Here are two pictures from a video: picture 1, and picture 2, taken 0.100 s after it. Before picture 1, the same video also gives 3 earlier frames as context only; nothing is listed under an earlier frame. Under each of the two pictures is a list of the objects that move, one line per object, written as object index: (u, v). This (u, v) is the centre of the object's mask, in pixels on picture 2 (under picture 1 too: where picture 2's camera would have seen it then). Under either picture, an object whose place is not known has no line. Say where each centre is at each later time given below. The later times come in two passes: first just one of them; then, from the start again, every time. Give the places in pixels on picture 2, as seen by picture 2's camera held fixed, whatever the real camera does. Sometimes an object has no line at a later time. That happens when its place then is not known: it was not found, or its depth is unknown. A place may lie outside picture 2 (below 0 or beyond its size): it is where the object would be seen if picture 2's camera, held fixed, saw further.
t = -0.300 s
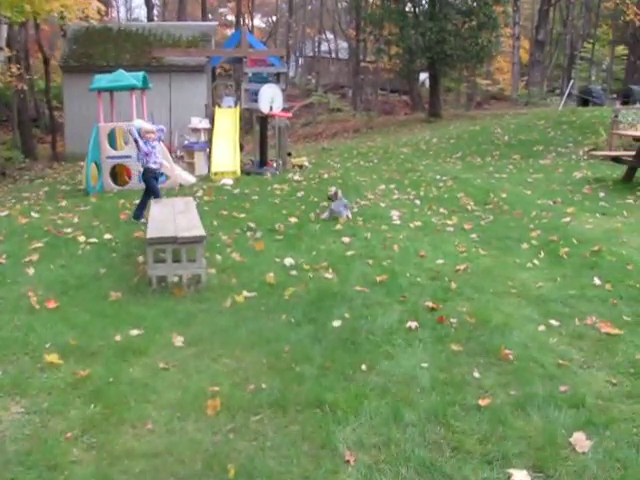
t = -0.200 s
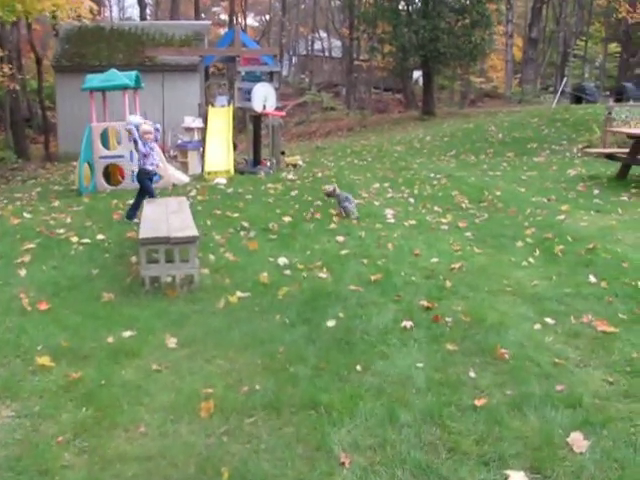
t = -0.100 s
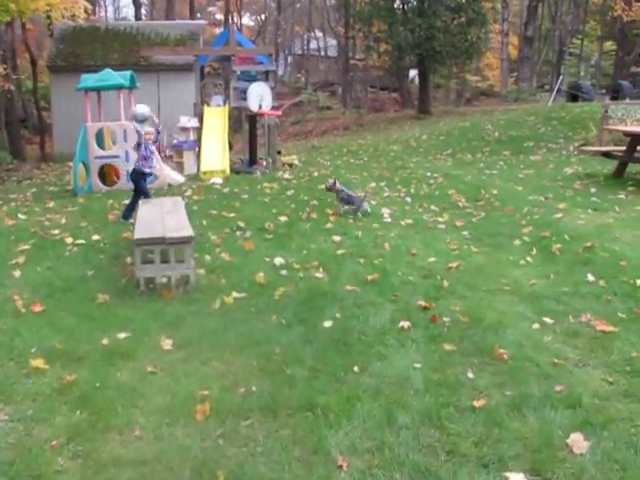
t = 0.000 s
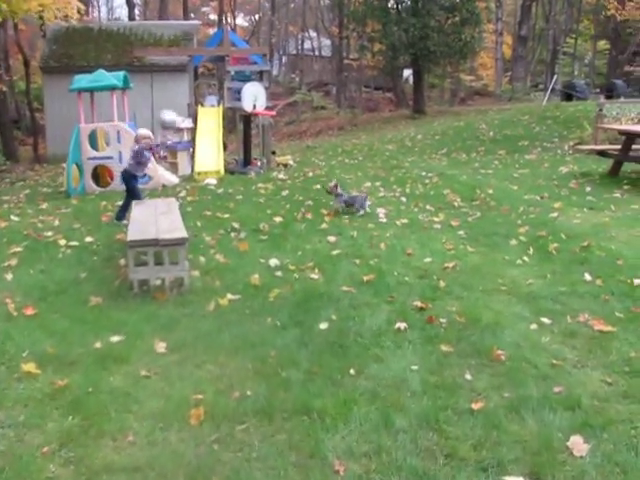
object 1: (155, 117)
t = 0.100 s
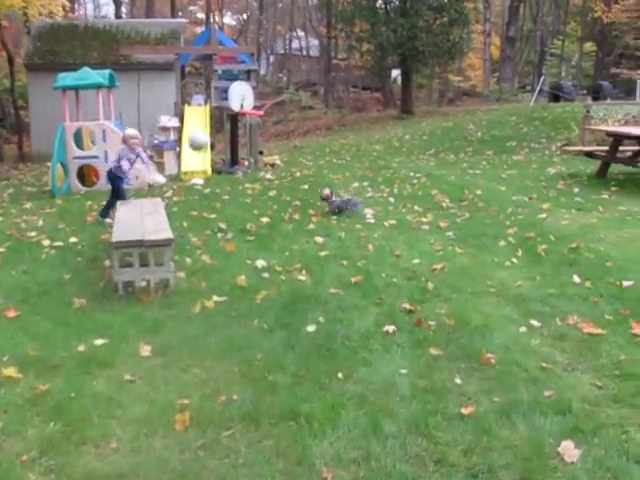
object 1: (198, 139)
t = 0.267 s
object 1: (283, 206)
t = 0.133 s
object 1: (215, 150)
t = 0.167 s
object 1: (231, 161)
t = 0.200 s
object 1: (247, 173)
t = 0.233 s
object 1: (265, 188)
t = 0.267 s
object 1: (283, 206)
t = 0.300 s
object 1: (301, 223)
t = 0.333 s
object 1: (318, 242)
